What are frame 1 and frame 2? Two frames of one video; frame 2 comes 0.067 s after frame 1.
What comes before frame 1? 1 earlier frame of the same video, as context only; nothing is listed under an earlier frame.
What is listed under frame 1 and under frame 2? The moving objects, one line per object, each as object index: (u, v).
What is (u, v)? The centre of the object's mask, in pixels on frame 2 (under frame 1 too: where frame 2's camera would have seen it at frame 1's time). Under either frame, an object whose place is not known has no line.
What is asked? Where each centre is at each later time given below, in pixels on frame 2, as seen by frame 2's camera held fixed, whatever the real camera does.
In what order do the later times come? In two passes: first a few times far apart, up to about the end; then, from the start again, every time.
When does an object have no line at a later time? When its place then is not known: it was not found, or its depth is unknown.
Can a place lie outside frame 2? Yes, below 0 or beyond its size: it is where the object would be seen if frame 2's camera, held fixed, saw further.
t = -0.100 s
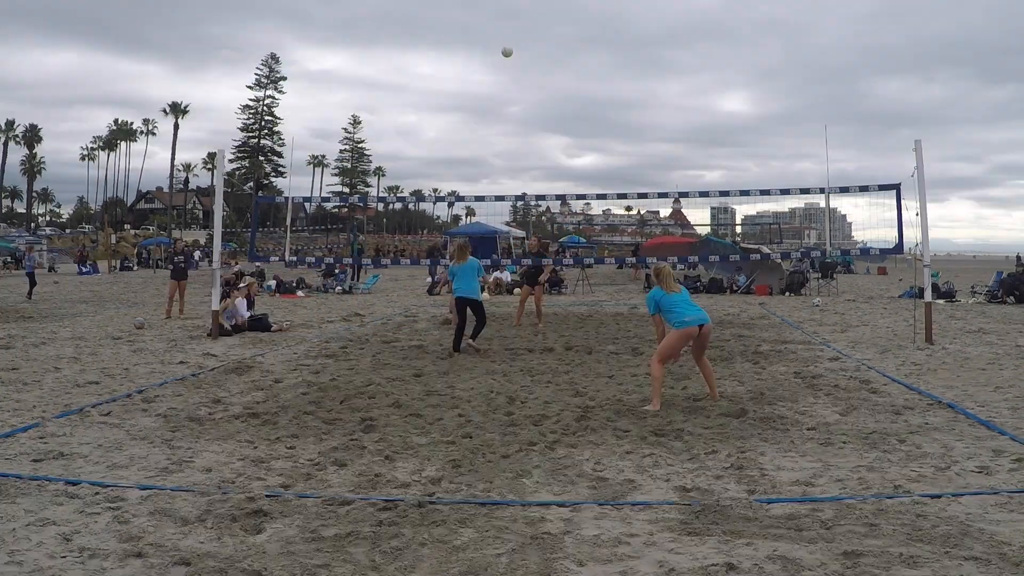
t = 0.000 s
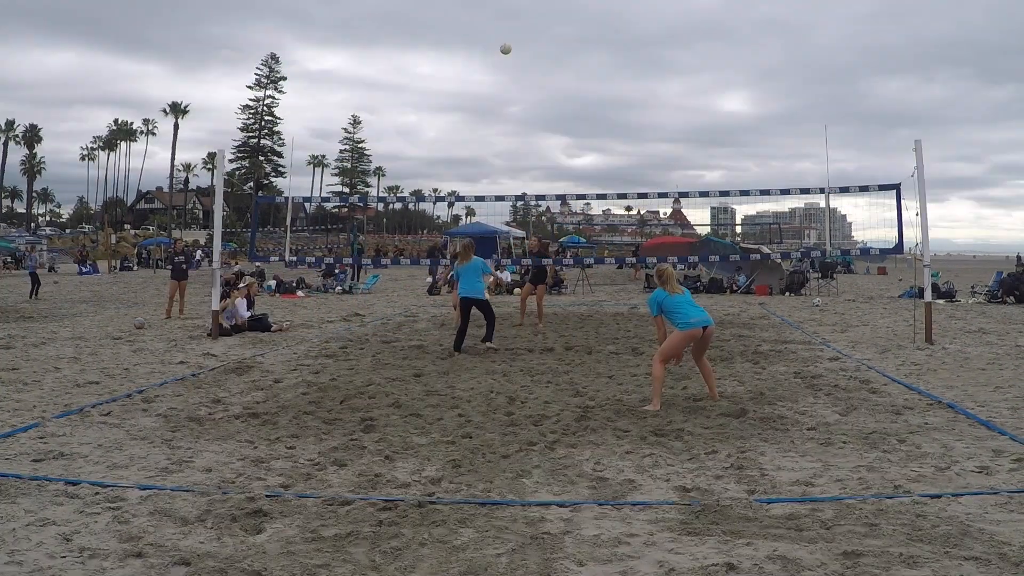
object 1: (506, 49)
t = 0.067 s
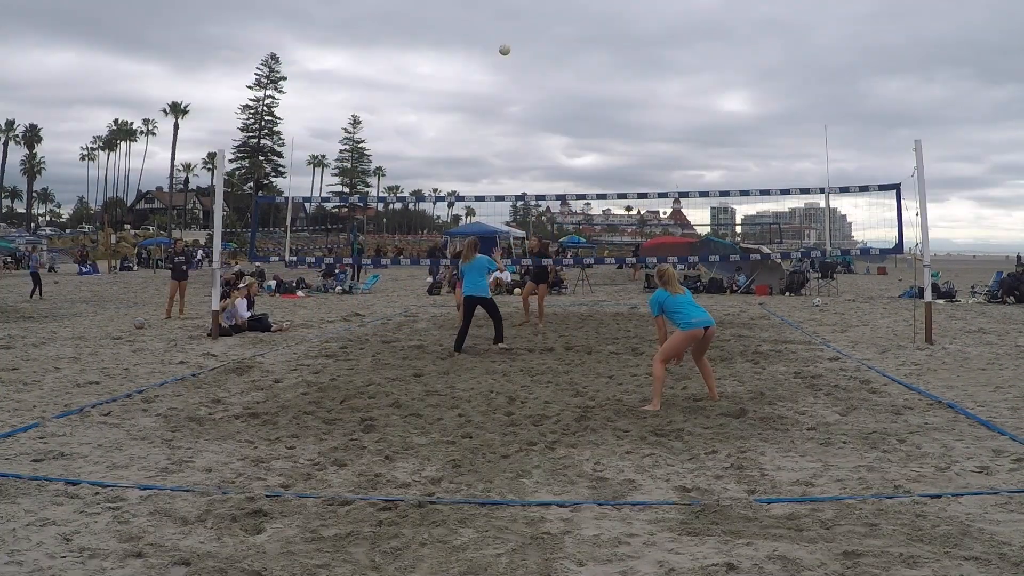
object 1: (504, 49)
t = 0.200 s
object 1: (502, 58)
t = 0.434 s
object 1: (497, 96)
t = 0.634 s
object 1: (491, 151)
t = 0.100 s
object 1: (504, 51)
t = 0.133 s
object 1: (503, 53)
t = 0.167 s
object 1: (503, 55)
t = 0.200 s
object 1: (502, 58)
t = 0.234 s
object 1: (502, 62)
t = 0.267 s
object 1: (501, 66)
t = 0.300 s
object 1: (500, 71)
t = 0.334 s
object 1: (499, 77)
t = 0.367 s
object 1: (499, 83)
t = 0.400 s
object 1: (498, 89)
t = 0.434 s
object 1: (497, 96)
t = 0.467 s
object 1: (496, 104)
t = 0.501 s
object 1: (495, 112)
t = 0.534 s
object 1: (494, 121)
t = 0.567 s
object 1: (493, 130)
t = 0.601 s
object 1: (492, 140)
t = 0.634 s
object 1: (491, 151)
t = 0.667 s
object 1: (490, 162)
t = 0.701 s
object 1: (489, 174)
